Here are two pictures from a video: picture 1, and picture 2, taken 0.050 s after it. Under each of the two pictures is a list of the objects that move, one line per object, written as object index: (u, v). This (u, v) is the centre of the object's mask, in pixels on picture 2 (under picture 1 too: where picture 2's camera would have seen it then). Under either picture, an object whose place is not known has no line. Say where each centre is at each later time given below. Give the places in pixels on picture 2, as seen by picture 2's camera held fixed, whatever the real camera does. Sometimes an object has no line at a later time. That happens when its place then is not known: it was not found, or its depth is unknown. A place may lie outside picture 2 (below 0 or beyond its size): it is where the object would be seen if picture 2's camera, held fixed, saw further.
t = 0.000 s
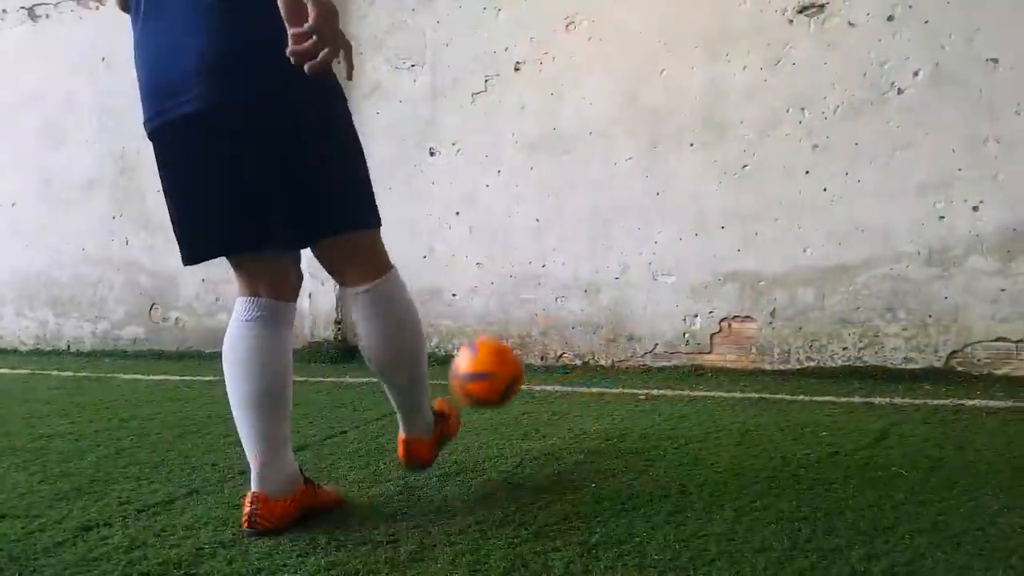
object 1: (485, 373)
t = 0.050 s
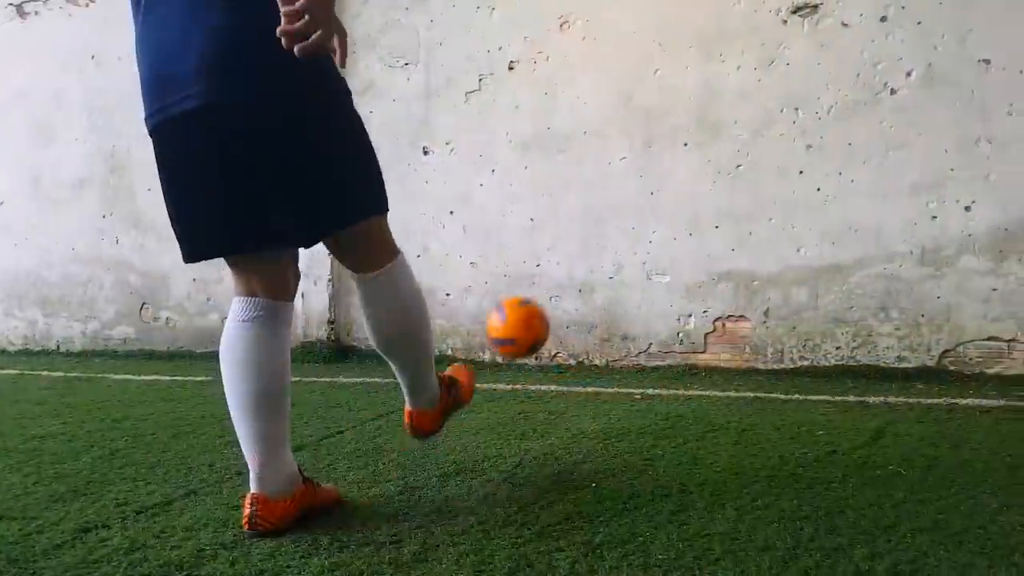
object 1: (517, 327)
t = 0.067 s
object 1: (527, 317)
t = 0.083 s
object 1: (535, 308)
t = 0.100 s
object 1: (543, 300)
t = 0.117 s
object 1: (550, 294)
